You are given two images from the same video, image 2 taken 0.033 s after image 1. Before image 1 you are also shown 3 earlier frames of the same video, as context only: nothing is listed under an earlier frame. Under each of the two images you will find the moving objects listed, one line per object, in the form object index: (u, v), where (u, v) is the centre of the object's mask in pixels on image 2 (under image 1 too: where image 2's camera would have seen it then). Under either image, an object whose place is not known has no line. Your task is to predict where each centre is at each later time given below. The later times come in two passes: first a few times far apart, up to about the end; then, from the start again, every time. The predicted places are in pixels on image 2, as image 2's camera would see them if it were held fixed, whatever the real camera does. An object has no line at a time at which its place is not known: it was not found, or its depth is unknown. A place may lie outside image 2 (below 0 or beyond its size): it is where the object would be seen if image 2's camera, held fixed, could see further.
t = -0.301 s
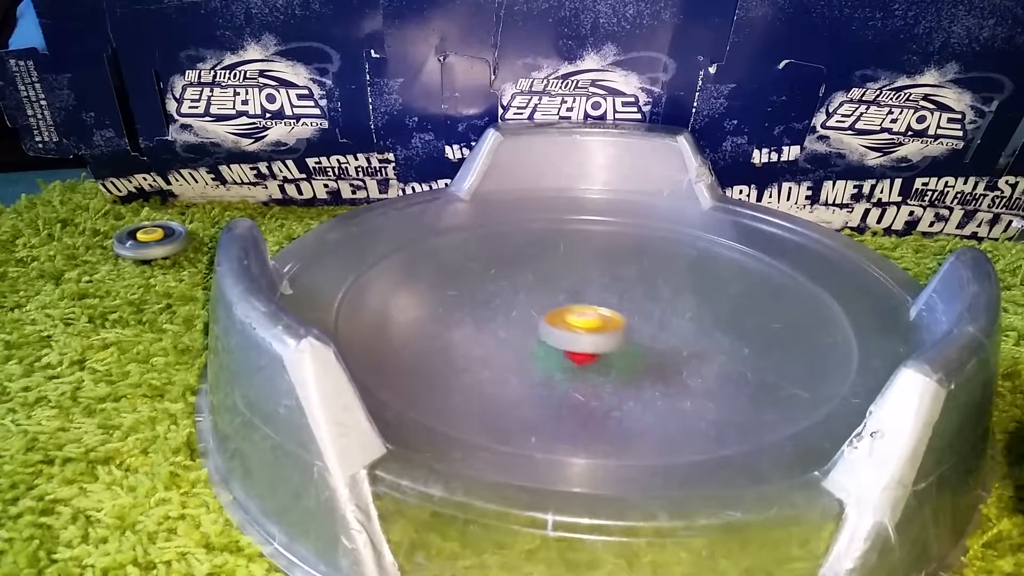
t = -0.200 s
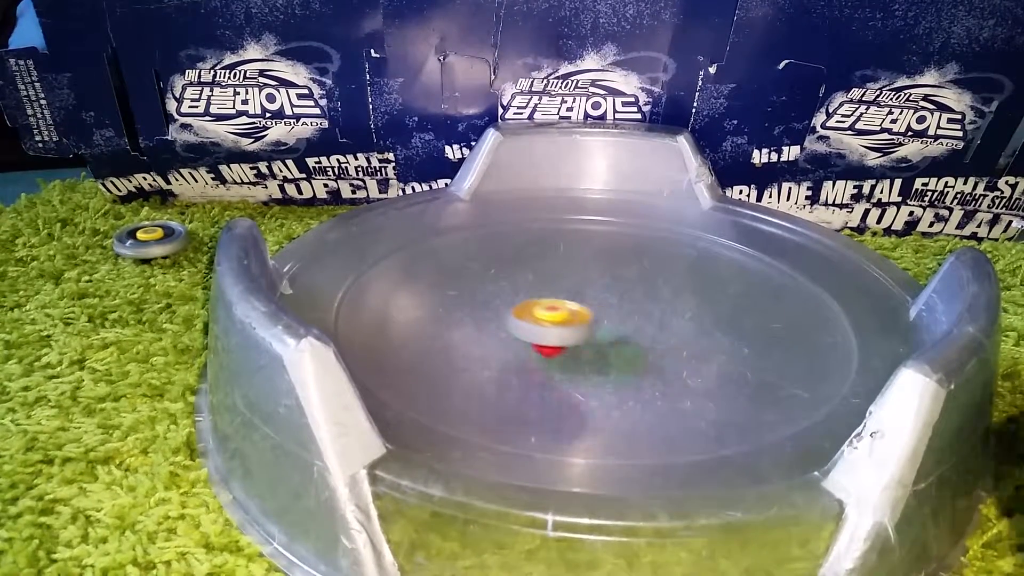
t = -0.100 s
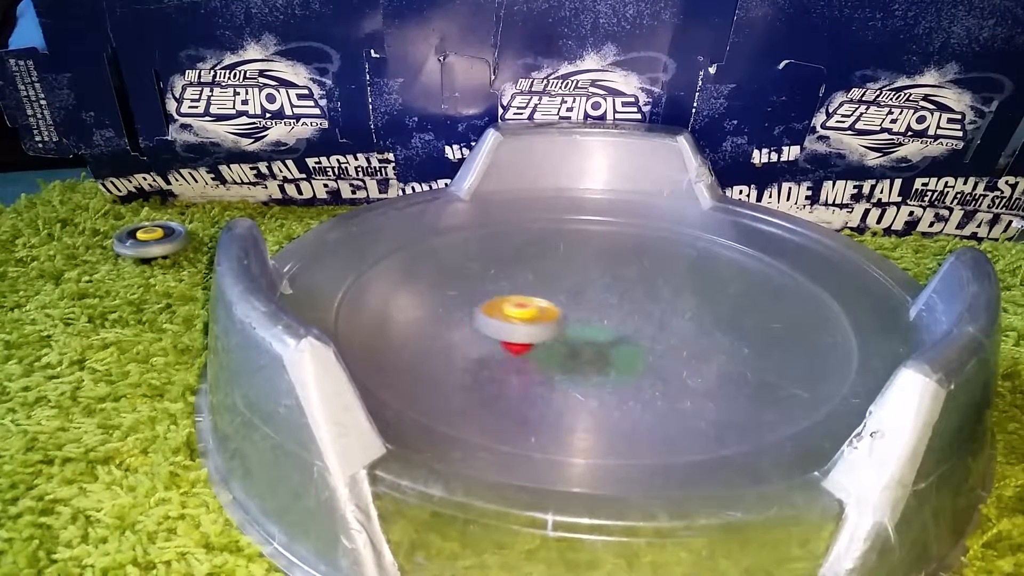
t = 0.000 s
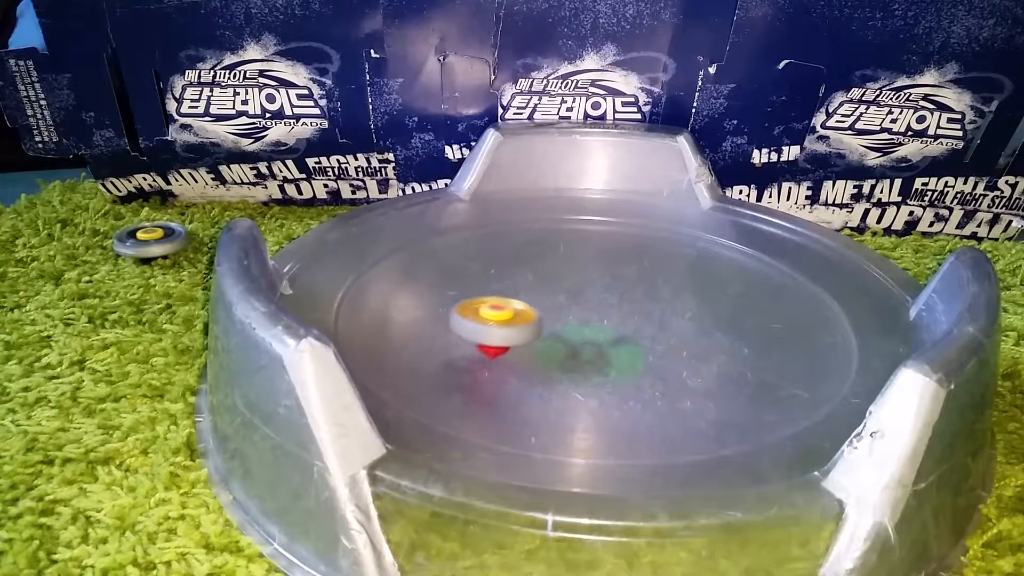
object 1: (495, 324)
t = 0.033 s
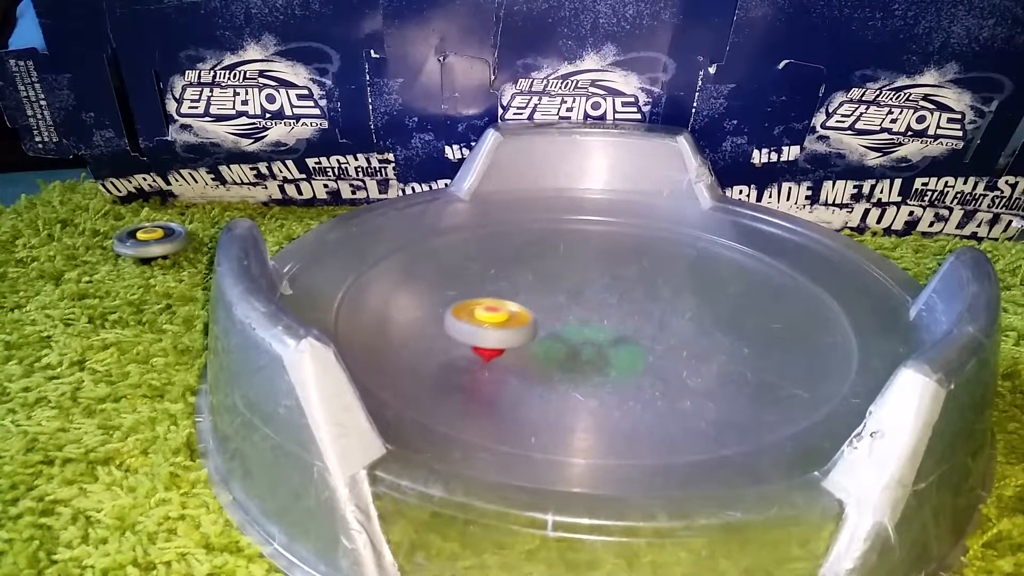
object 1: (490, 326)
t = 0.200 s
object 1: (491, 340)
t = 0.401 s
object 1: (548, 348)
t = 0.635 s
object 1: (564, 317)
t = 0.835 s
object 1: (534, 290)
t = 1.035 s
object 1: (493, 285)
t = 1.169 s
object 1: (483, 297)
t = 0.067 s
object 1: (487, 328)
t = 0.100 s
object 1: (486, 331)
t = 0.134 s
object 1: (486, 334)
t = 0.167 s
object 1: (488, 337)
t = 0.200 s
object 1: (491, 340)
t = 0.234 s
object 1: (497, 344)
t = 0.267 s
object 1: (506, 347)
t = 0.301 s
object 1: (516, 349)
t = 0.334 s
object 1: (528, 350)
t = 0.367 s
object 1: (538, 349)
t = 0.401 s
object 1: (548, 348)
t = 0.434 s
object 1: (557, 345)
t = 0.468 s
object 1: (563, 342)
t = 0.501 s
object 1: (567, 337)
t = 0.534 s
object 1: (568, 332)
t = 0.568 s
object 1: (568, 327)
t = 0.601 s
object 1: (567, 322)
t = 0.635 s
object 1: (564, 317)
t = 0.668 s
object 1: (561, 311)
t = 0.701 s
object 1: (556, 306)
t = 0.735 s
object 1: (551, 301)
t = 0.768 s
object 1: (546, 297)
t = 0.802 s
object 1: (540, 293)
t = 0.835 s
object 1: (534, 290)
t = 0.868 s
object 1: (527, 287)
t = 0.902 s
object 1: (519, 284)
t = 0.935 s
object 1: (512, 283)
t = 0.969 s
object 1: (505, 283)
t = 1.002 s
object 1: (499, 284)
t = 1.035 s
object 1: (493, 285)
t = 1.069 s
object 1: (487, 287)
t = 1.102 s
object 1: (484, 289)
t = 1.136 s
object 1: (482, 293)
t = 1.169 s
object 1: (483, 297)
